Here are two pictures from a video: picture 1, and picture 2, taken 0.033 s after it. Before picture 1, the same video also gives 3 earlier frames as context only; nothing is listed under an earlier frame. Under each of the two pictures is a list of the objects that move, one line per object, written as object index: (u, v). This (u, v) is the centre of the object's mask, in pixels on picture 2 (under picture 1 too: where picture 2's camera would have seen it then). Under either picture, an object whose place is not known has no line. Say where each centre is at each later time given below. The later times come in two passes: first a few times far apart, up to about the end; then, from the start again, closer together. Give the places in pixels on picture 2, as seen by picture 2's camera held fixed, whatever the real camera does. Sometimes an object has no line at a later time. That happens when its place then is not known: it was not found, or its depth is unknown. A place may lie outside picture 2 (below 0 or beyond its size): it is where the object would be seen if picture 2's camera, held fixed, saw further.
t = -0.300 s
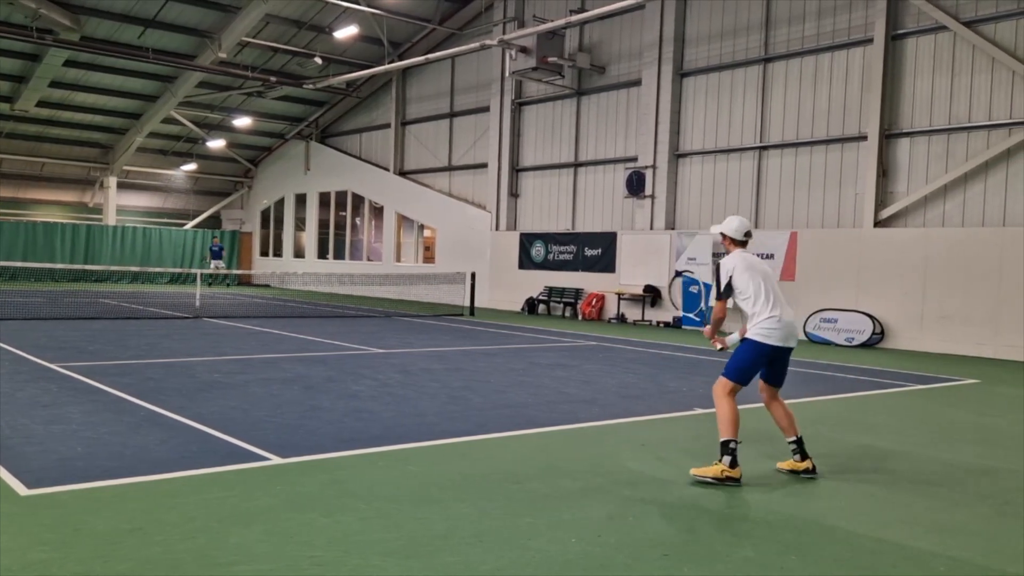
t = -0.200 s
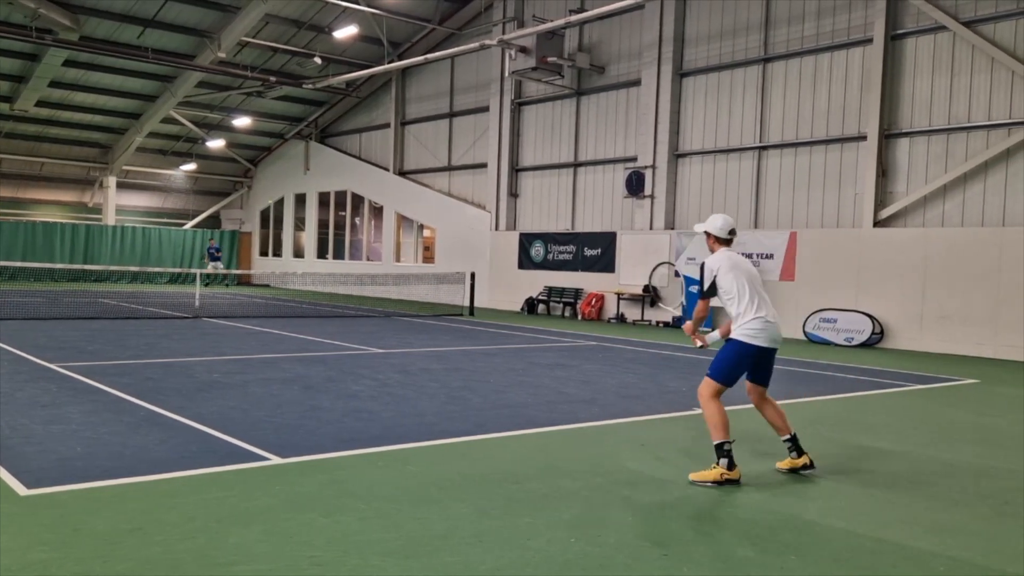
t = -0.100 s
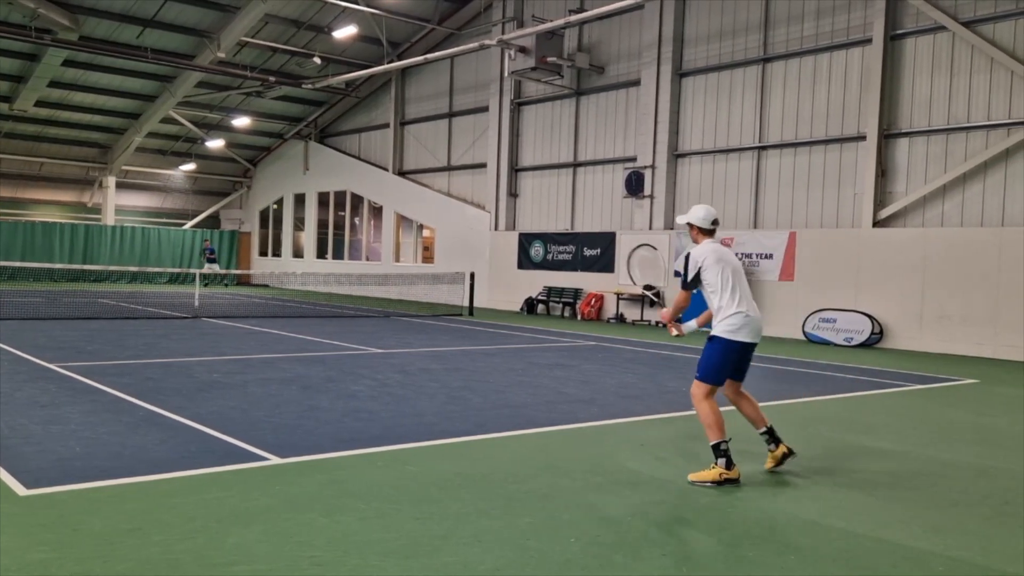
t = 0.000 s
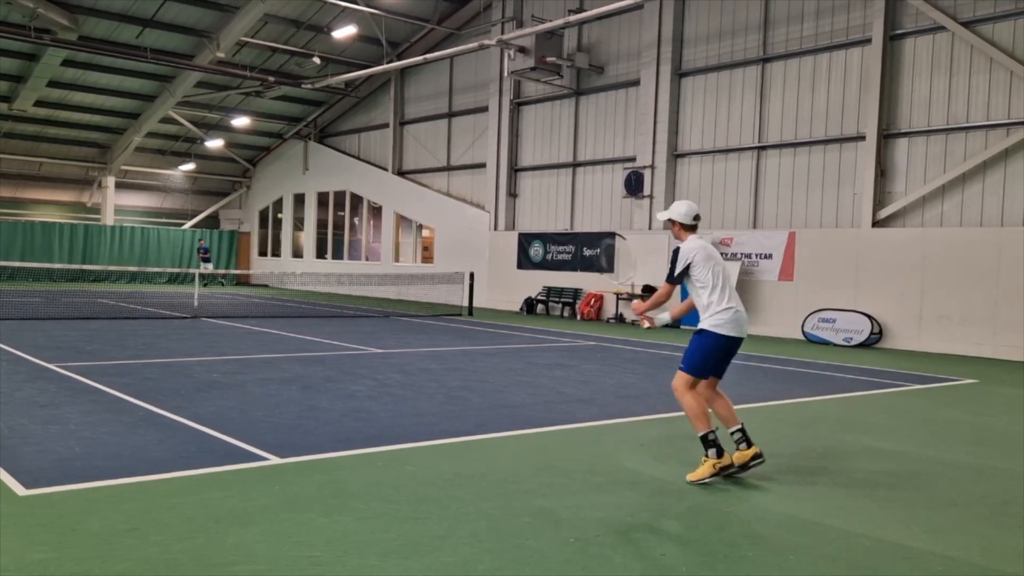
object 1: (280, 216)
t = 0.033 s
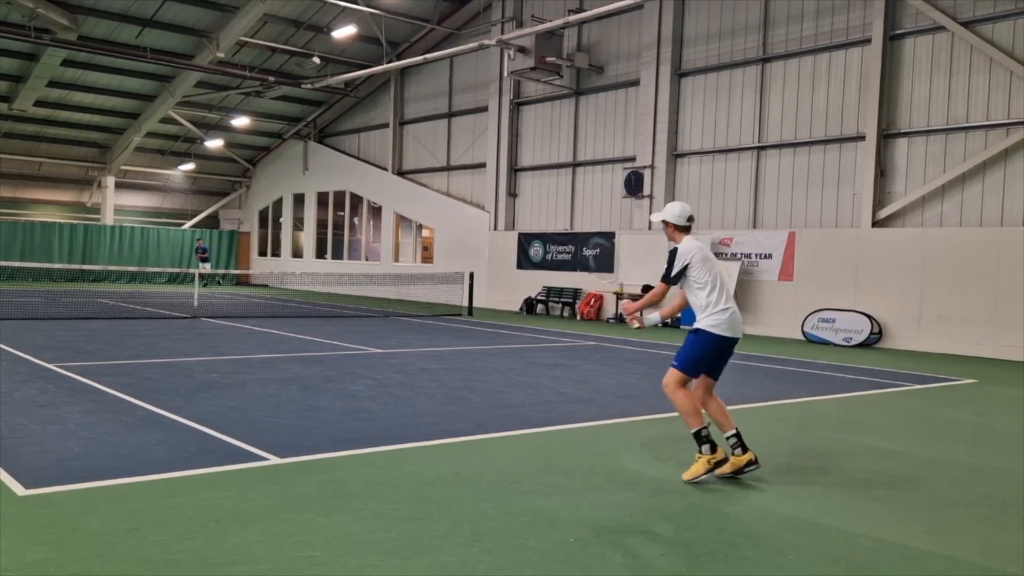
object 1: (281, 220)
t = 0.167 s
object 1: (290, 246)
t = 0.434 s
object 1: (306, 364)
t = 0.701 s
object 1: (315, 318)
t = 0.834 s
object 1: (317, 302)
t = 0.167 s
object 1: (290, 246)
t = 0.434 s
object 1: (306, 364)
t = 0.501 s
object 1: (308, 372)
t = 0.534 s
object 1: (310, 361)
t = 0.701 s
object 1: (315, 318)
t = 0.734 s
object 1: (316, 312)
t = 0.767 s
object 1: (316, 308)
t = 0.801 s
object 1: (317, 304)
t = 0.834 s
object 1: (317, 302)
